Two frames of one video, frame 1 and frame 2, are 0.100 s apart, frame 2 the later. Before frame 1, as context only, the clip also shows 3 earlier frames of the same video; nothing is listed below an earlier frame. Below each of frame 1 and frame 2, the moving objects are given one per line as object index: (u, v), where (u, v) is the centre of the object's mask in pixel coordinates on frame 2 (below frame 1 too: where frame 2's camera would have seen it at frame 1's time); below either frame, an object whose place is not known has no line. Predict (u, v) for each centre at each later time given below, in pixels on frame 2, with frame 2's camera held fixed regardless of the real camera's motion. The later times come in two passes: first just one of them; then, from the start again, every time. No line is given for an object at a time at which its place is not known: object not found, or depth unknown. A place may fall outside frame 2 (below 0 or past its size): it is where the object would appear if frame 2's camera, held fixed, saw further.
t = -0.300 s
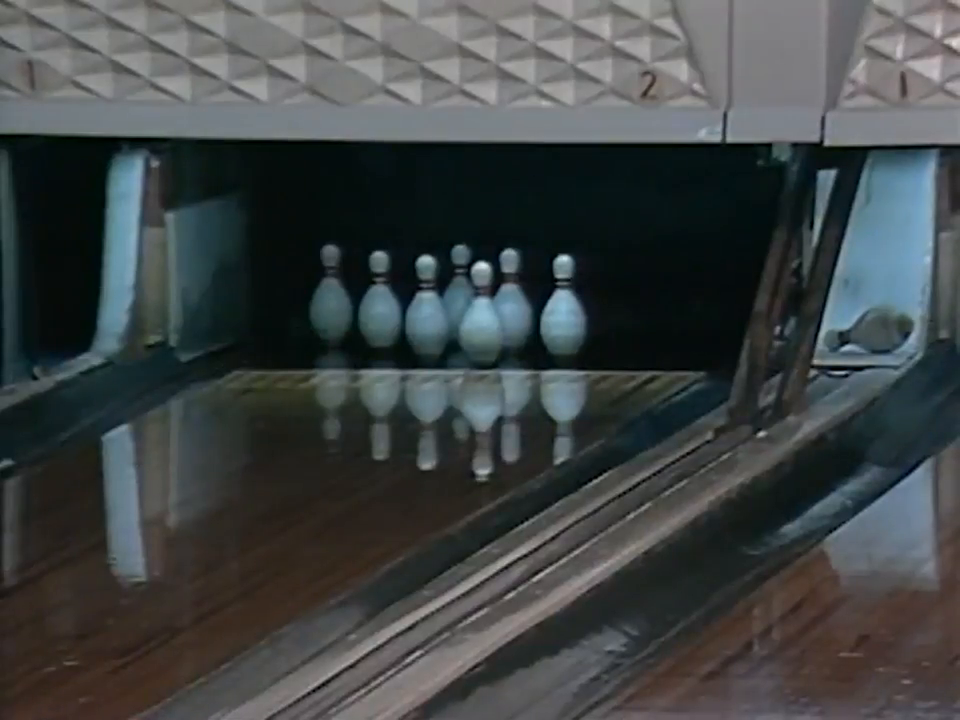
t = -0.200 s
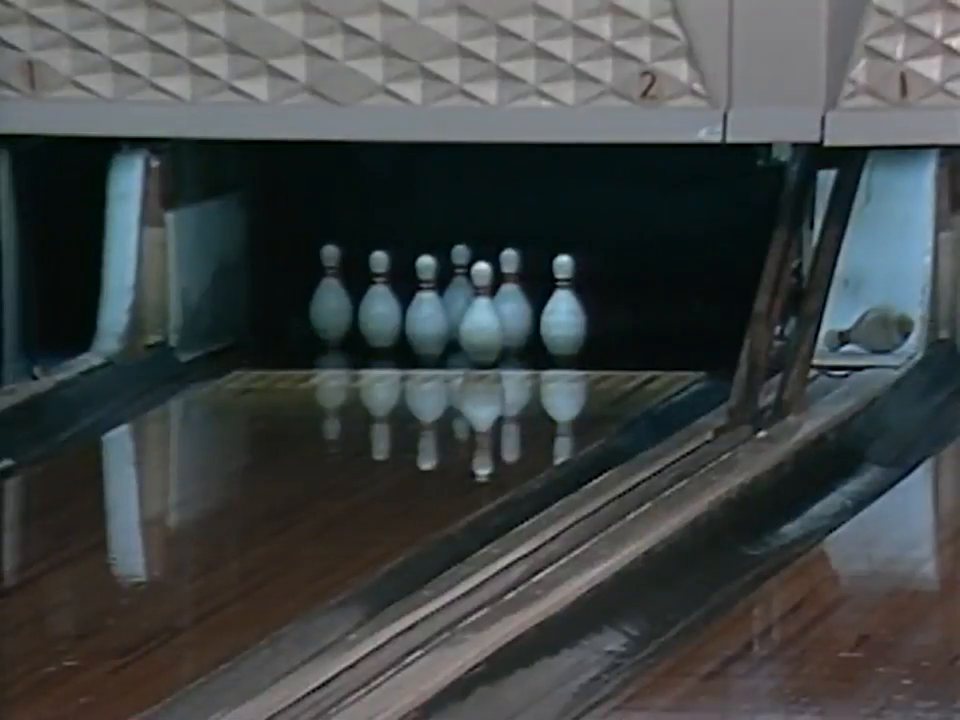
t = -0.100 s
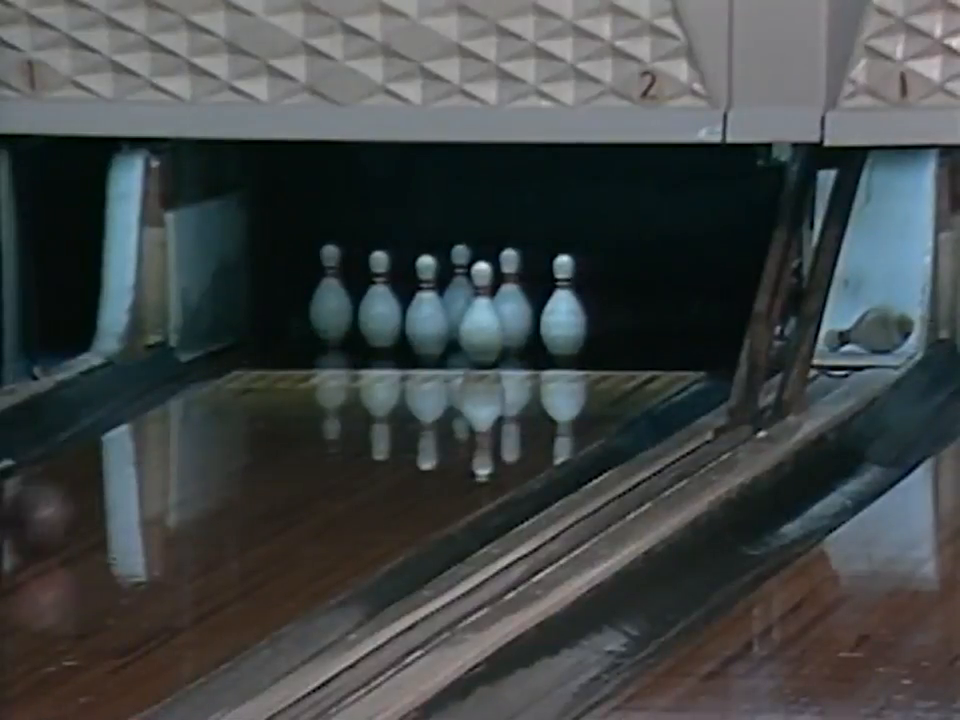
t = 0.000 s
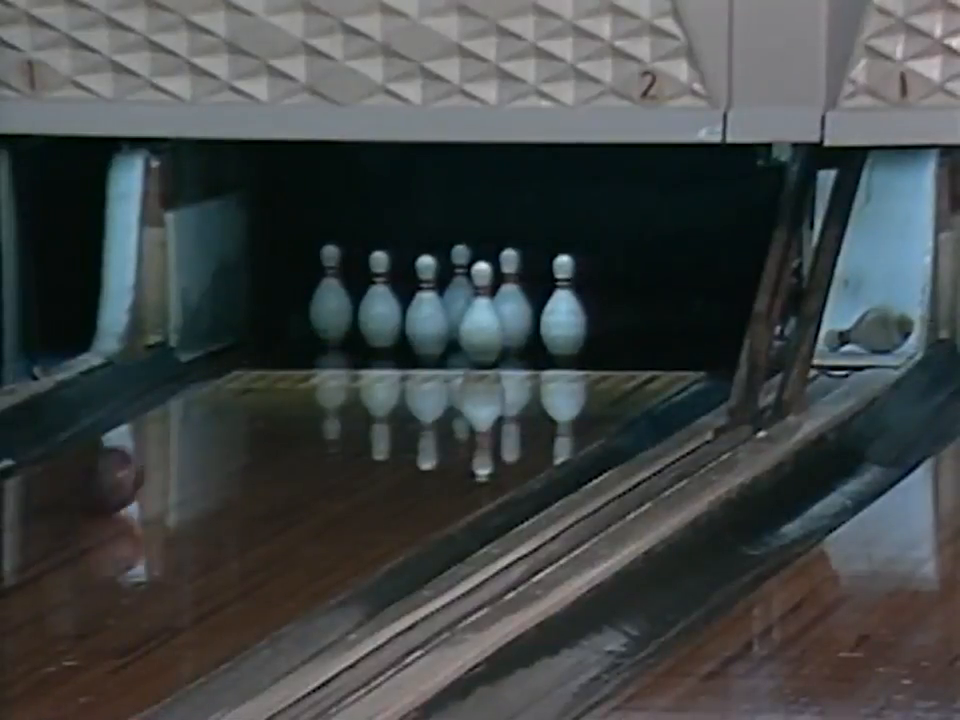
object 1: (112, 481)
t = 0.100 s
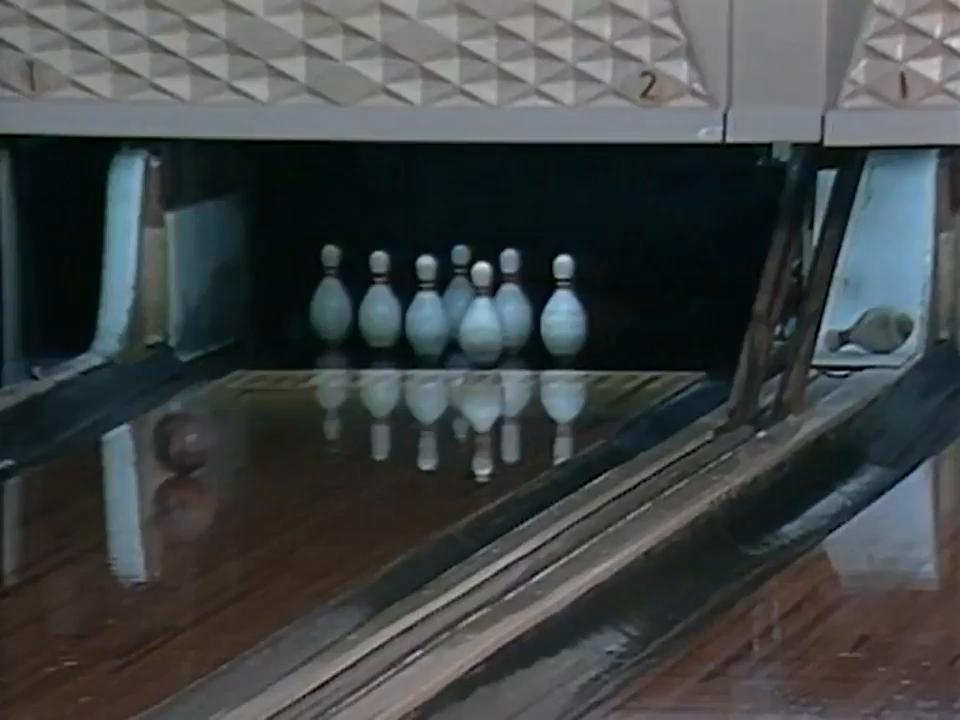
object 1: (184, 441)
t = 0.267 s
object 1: (283, 390)
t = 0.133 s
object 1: (205, 430)
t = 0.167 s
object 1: (226, 420)
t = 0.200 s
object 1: (242, 407)
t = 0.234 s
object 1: (263, 398)
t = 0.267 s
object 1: (283, 390)
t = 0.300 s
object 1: (300, 377)
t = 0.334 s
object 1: (317, 368)
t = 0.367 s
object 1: (335, 358)
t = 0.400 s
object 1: (352, 350)
